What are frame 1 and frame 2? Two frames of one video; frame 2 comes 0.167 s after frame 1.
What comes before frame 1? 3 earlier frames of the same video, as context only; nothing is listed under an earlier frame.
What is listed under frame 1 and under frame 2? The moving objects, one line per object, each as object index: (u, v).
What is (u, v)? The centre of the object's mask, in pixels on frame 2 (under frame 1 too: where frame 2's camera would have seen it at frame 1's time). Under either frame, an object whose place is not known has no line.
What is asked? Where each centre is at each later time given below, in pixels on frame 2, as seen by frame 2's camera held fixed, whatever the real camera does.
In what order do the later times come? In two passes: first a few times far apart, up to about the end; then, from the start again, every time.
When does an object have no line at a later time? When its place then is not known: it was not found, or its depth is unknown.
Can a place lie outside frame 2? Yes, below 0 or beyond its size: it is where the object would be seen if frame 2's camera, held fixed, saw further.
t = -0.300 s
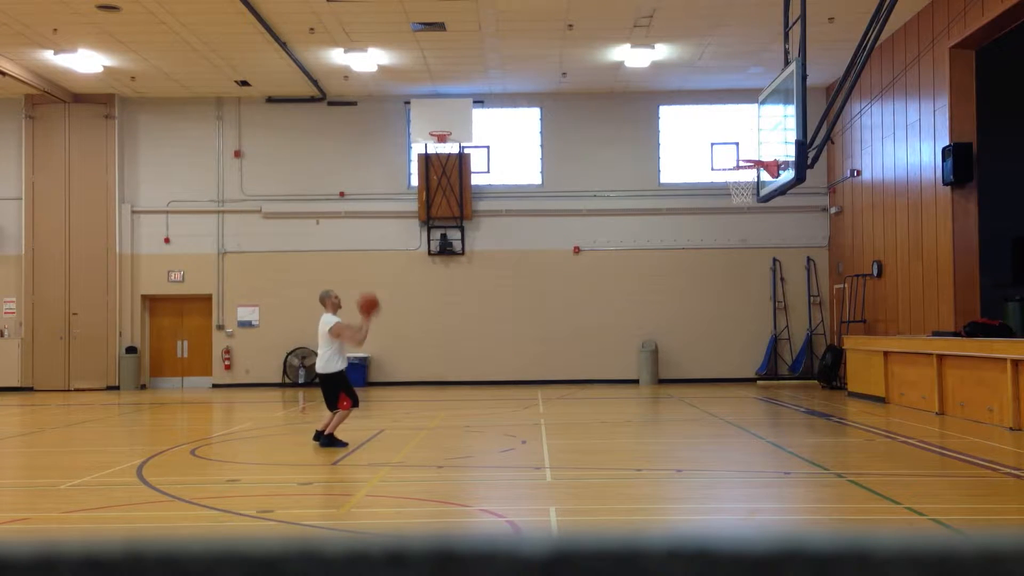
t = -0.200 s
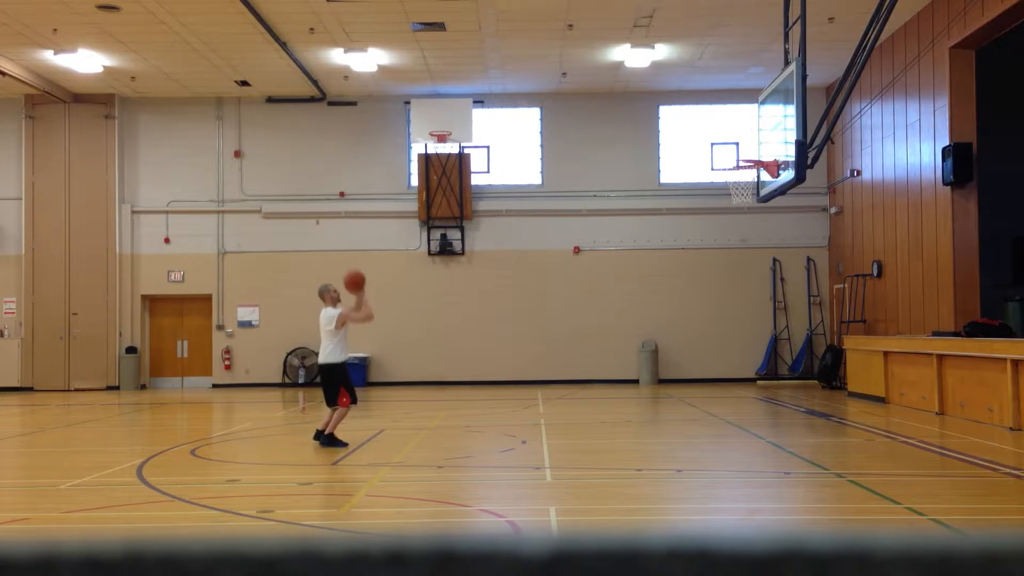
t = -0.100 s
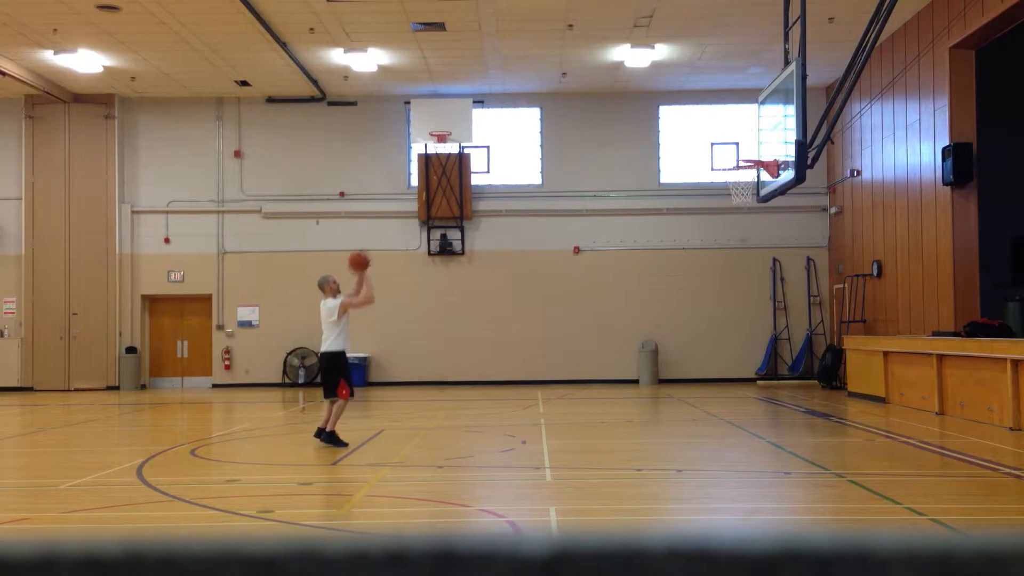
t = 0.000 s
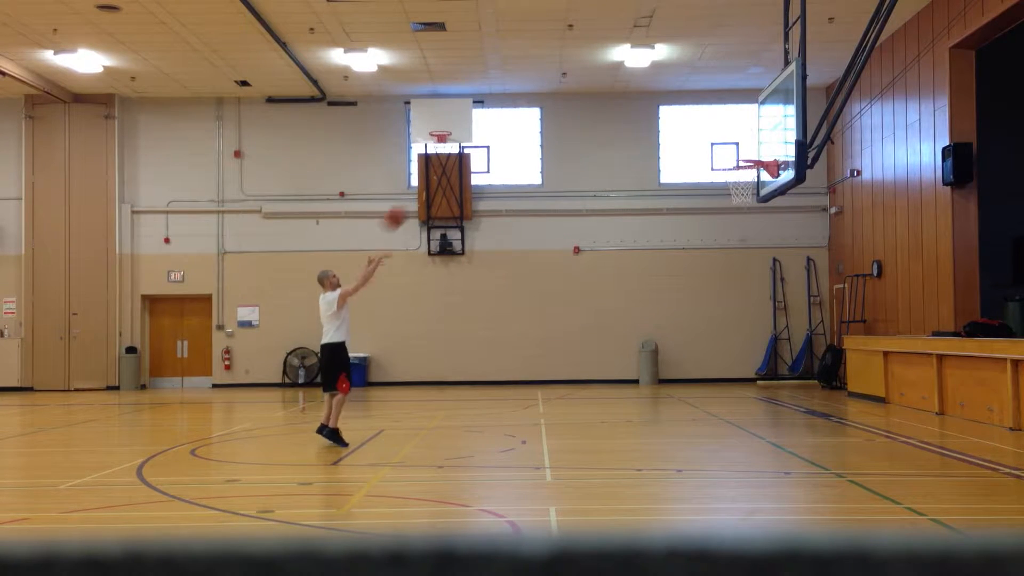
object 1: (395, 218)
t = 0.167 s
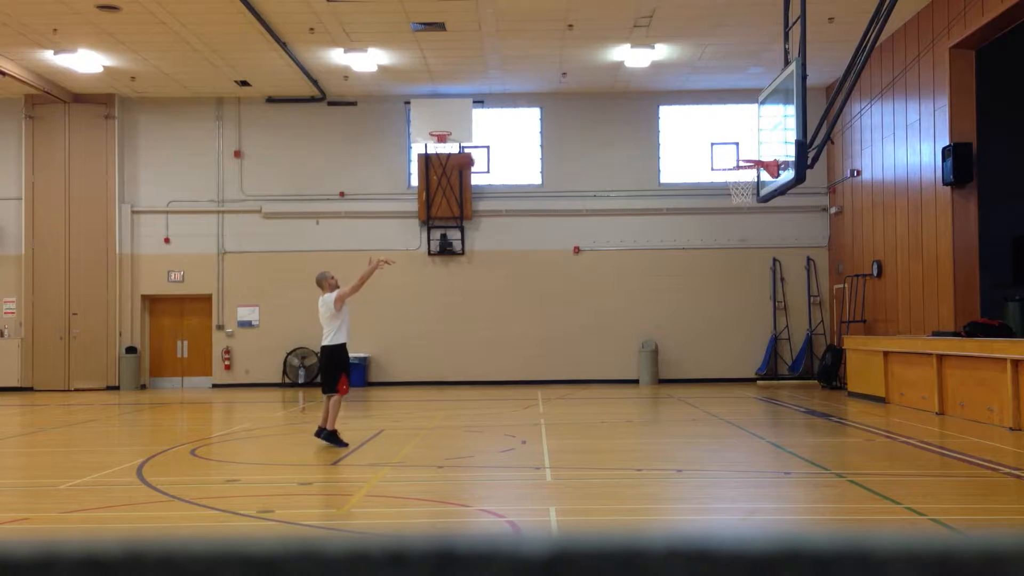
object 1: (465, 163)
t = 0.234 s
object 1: (498, 143)
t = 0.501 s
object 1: (612, 117)
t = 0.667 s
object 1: (682, 132)
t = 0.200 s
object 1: (484, 151)
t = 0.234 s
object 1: (498, 143)
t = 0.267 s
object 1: (512, 136)
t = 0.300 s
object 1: (527, 131)
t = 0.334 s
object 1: (544, 126)
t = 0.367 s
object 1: (555, 122)
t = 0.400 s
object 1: (569, 120)
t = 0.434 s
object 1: (583, 118)
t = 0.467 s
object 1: (597, 118)
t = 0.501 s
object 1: (612, 117)
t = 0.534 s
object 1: (626, 118)
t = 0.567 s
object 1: (639, 119)
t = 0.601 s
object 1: (651, 122)
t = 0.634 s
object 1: (668, 127)
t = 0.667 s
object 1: (682, 132)
